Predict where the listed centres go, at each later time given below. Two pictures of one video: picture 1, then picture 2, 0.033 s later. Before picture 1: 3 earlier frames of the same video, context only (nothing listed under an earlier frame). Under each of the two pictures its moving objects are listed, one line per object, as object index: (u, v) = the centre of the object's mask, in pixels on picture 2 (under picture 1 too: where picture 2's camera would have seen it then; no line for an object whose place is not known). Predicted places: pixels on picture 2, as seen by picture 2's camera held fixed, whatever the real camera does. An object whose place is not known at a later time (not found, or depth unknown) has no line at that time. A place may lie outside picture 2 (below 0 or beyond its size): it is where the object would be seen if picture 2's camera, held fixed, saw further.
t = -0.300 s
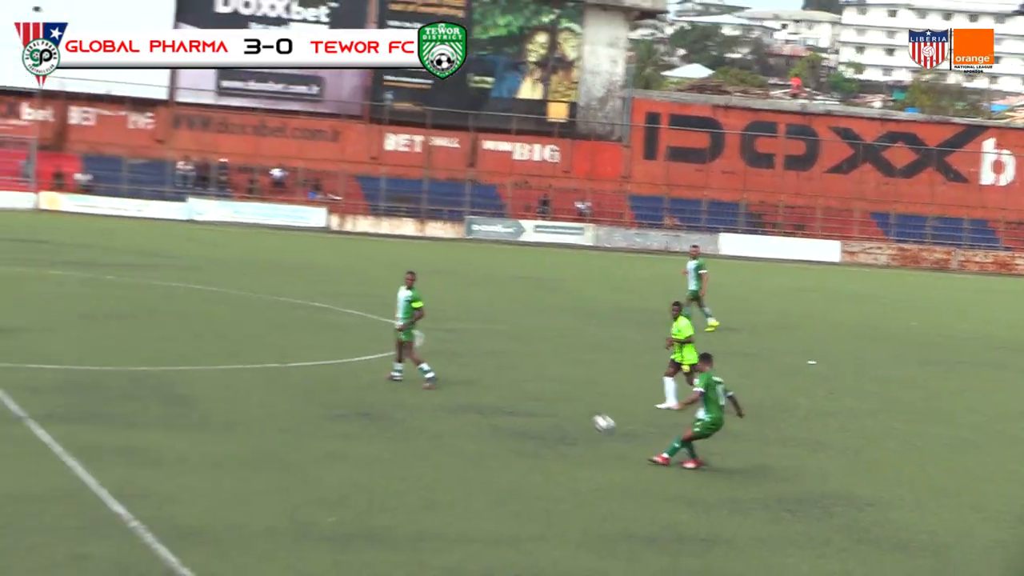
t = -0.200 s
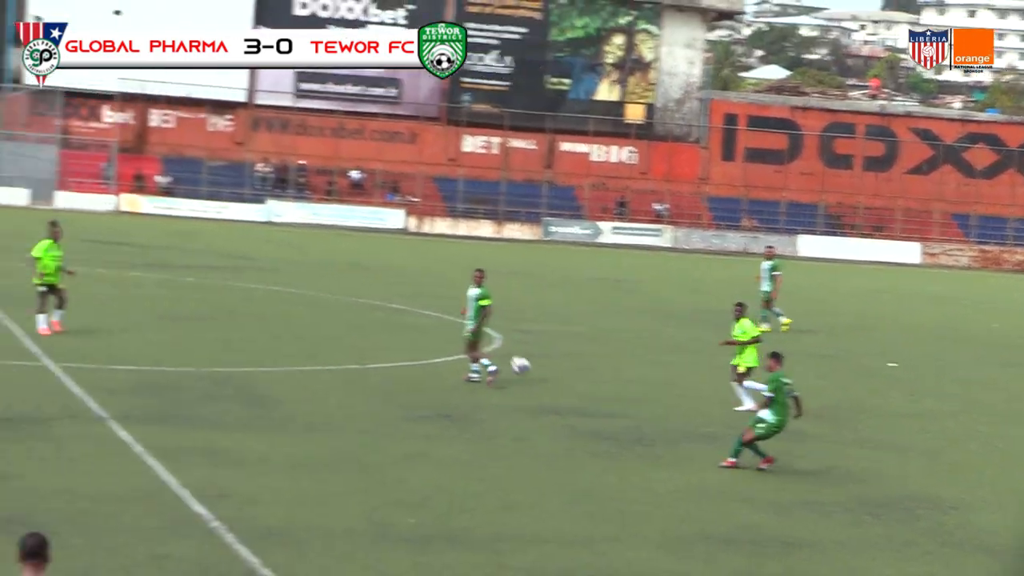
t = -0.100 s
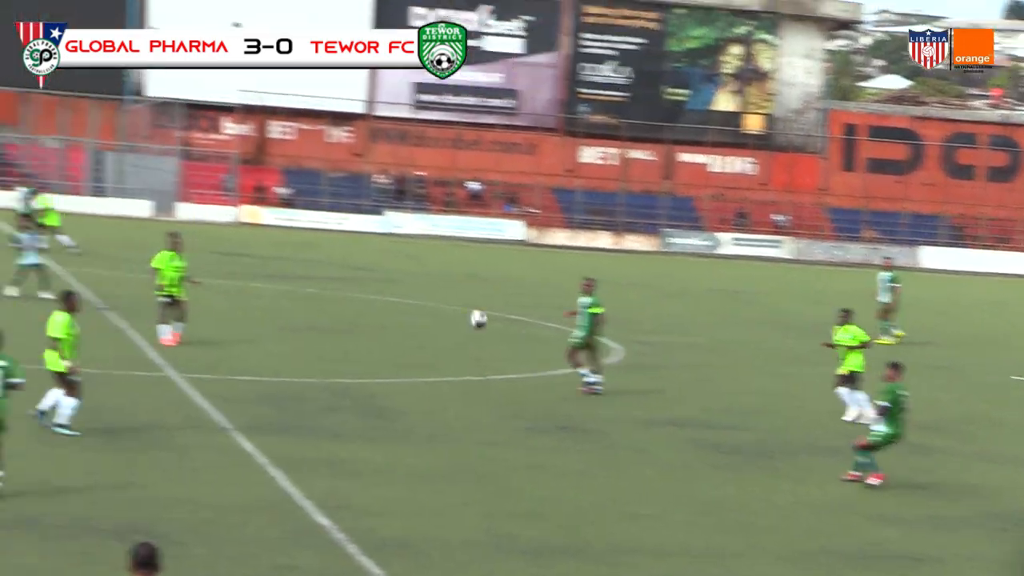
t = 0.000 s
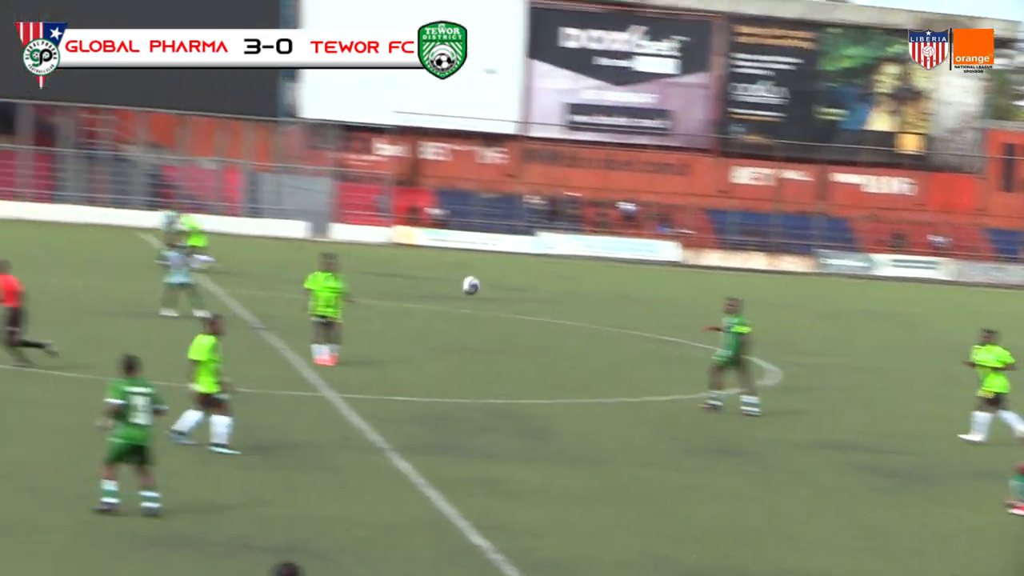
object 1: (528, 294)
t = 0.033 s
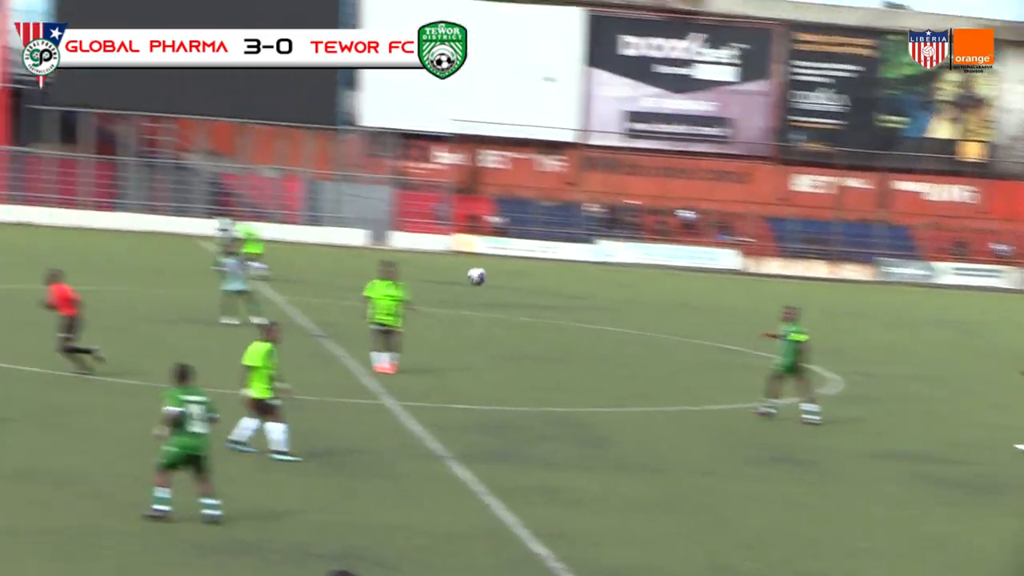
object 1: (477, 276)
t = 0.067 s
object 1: (426, 259)
